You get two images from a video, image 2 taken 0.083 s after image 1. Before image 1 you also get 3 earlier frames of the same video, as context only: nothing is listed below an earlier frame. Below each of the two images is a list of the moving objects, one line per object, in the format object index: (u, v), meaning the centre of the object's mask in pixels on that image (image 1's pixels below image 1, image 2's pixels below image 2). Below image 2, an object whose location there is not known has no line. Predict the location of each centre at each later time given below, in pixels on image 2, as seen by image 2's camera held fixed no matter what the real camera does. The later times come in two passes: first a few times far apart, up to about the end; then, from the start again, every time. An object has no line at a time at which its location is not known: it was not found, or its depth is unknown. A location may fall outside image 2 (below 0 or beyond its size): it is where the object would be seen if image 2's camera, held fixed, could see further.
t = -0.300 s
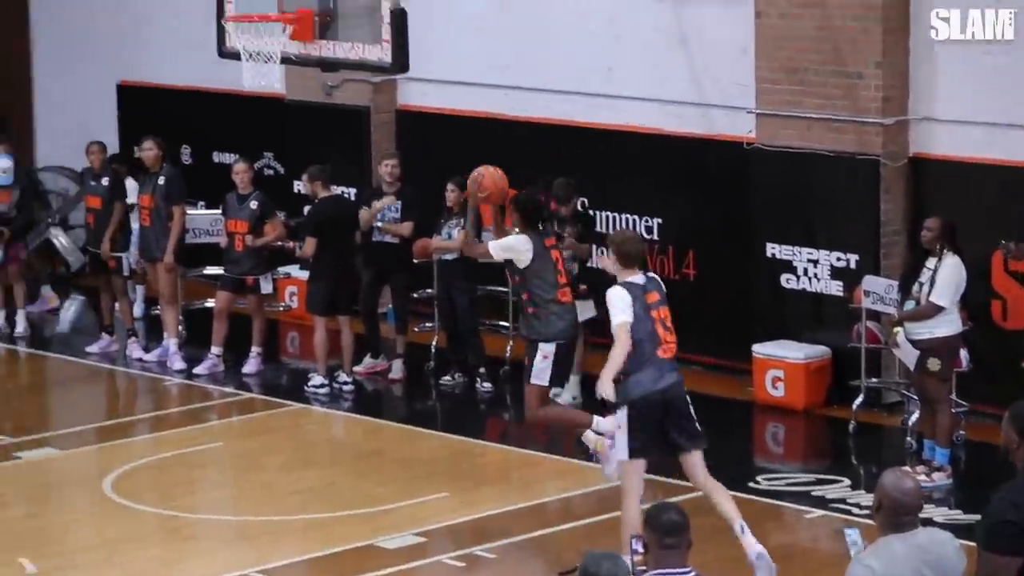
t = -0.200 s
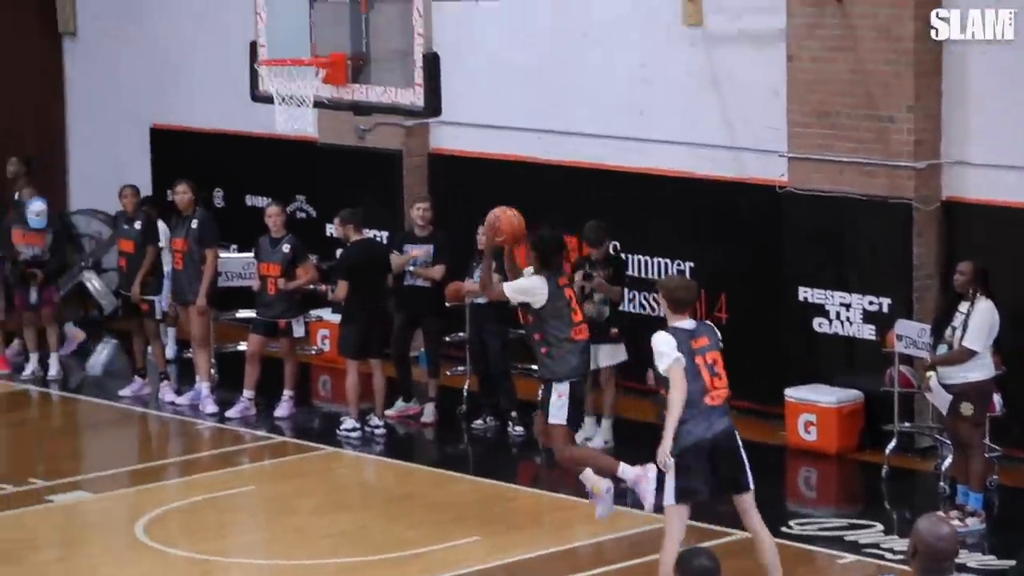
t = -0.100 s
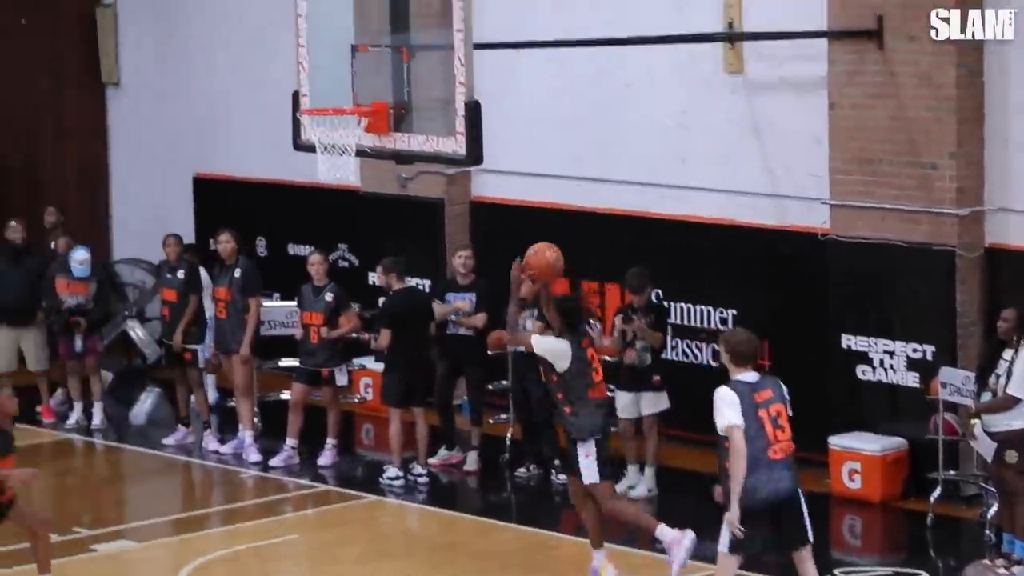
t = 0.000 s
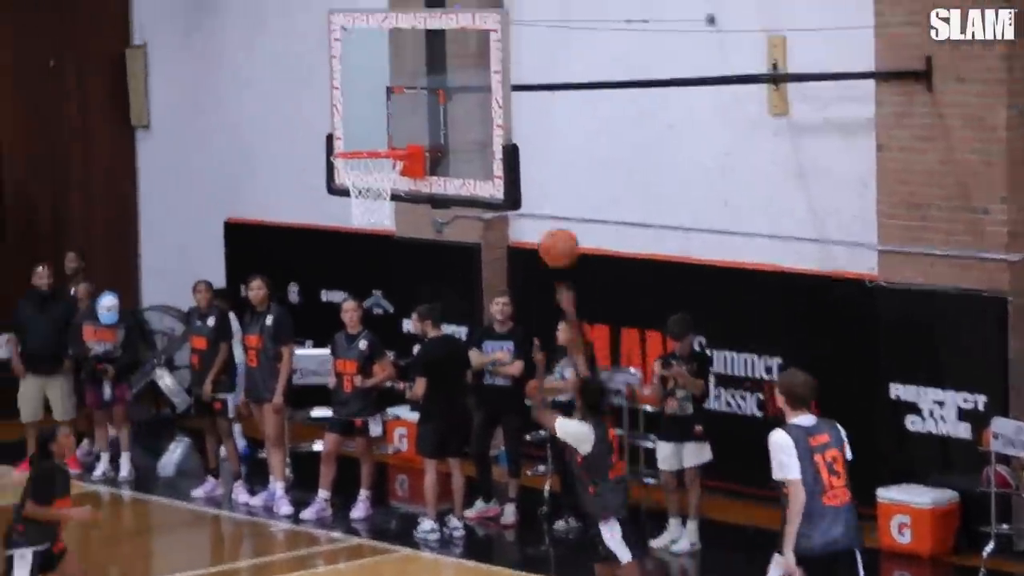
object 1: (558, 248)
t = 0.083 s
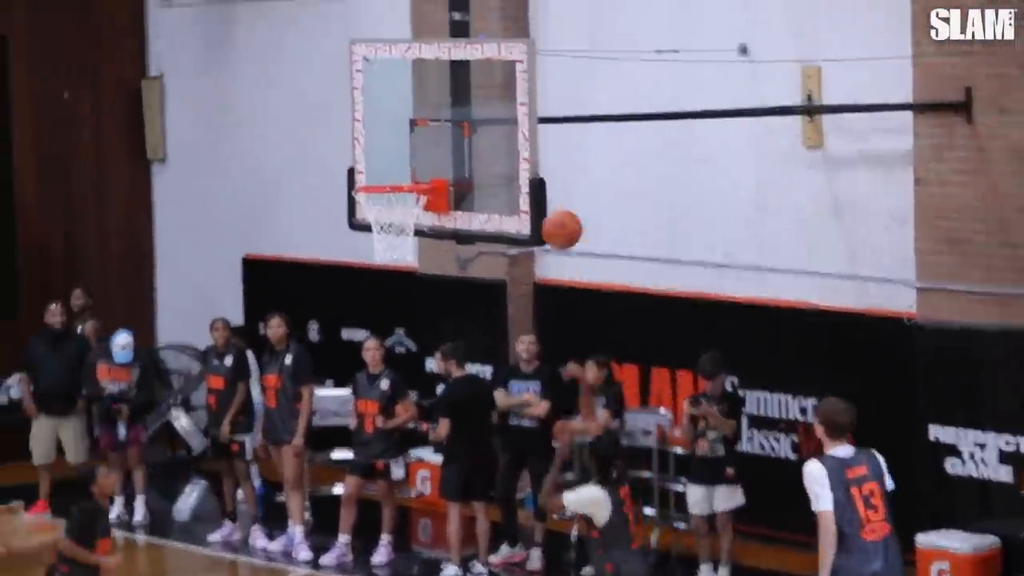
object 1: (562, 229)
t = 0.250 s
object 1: (517, 159)
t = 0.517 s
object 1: (433, 155)
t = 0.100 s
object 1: (557, 220)
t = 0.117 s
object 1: (552, 211)
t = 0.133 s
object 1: (548, 203)
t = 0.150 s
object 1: (544, 195)
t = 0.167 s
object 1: (539, 188)
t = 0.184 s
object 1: (535, 182)
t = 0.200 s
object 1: (530, 176)
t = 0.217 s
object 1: (525, 170)
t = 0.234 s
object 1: (521, 163)
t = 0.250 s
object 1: (517, 159)
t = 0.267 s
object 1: (512, 155)
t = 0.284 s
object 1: (508, 151)
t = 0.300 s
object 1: (503, 148)
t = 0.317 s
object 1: (499, 145)
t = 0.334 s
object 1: (494, 142)
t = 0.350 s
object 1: (491, 140)
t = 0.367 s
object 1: (486, 139)
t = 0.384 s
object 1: (480, 139)
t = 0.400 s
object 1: (474, 140)
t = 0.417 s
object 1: (468, 140)
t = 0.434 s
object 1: (462, 142)
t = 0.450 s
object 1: (457, 143)
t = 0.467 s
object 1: (450, 145)
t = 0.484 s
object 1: (445, 148)
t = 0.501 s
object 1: (439, 151)
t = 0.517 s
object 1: (433, 155)
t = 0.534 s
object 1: (428, 159)
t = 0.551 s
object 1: (422, 163)
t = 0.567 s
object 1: (416, 168)
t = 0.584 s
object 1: (411, 173)
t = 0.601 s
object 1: (405, 175)
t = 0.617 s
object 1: (399, 183)
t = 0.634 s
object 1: (394, 188)
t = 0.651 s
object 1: (388, 196)
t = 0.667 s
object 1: (383, 206)
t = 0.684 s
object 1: (377, 212)
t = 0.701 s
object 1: (372, 216)
